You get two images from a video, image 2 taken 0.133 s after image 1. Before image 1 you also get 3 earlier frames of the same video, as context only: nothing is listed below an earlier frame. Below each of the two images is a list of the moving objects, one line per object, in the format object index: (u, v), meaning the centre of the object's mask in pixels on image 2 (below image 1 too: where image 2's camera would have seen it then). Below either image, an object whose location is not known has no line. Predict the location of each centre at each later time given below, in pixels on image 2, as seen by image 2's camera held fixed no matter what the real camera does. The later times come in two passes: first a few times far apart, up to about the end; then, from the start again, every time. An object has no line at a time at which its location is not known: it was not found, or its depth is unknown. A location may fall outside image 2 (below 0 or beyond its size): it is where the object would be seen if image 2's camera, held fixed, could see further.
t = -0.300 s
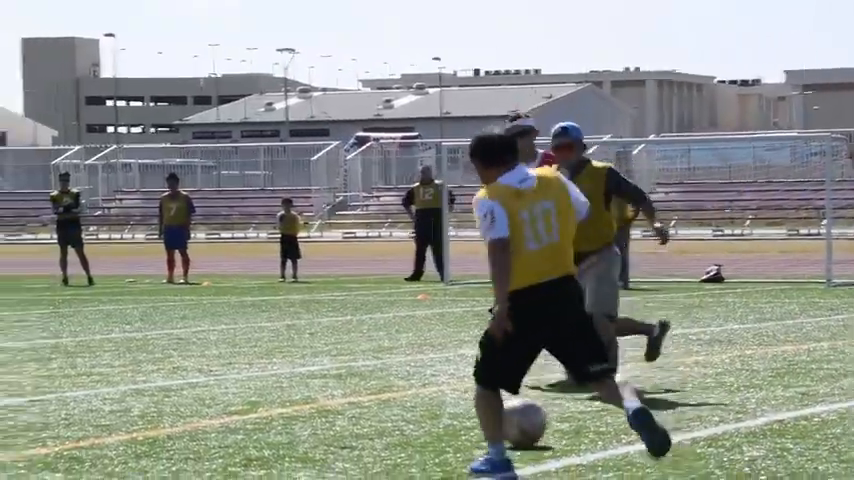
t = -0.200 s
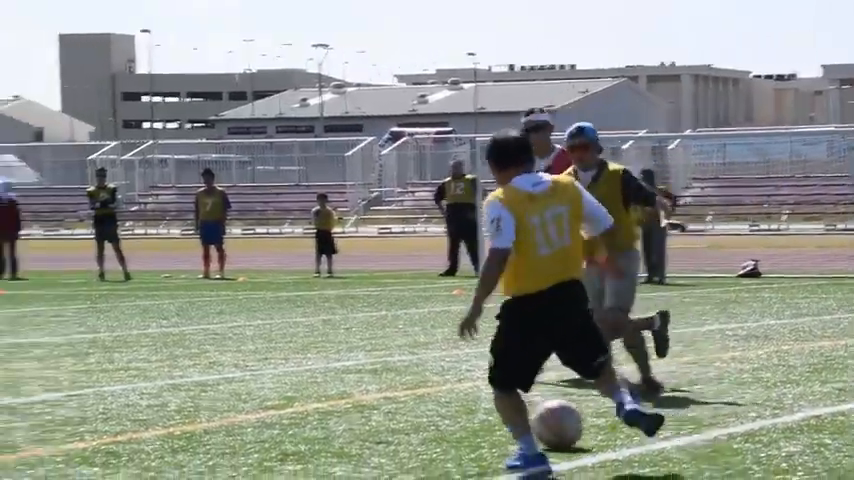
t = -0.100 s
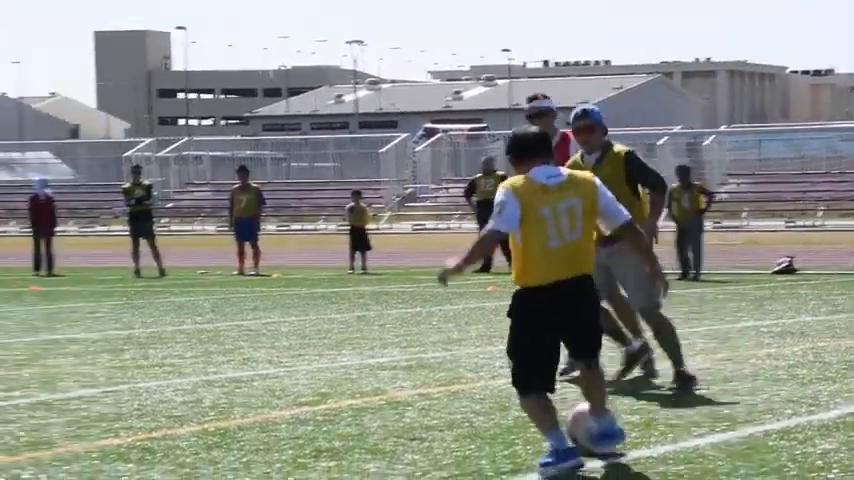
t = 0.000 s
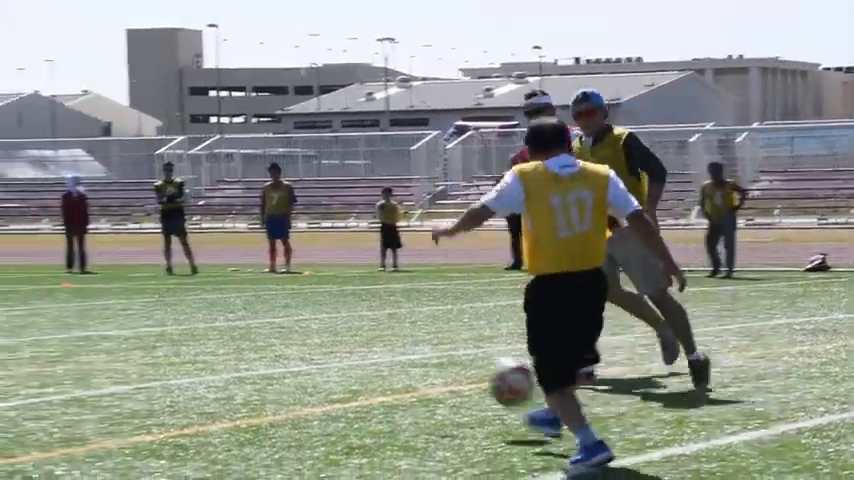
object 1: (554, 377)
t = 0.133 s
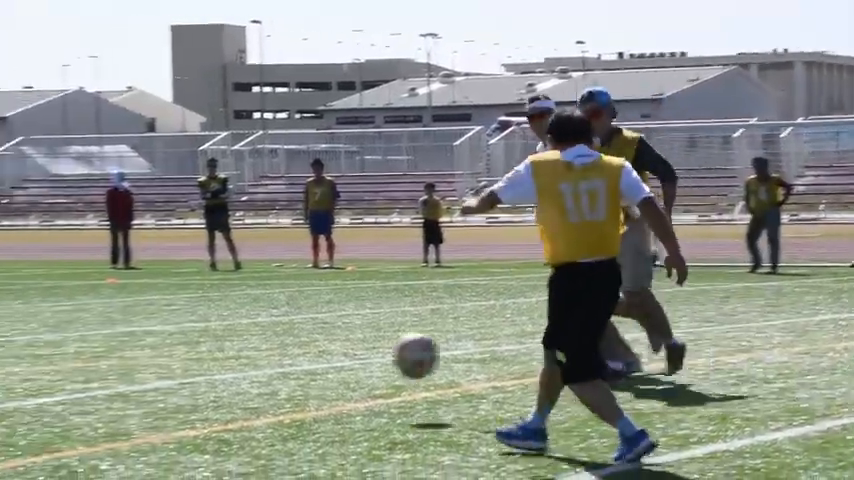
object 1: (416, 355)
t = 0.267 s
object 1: (291, 367)
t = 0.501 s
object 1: (121, 361)
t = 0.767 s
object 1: (-32, 368)
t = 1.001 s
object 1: (-142, 366)
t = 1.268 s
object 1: (-256, 365)
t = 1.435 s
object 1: (-324, 365)
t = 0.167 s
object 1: (384, 355)
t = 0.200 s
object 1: (352, 357)
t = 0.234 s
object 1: (321, 361)
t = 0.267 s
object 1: (291, 367)
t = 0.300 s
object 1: (263, 375)
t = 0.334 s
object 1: (234, 385)
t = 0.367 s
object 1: (211, 378)
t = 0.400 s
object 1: (188, 371)
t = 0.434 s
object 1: (165, 364)
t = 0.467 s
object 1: (142, 361)
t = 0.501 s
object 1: (121, 361)
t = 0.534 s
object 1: (99, 363)
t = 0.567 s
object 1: (78, 366)
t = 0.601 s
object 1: (58, 371)
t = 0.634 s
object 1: (38, 374)
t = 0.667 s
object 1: (20, 369)
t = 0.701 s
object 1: (2, 367)
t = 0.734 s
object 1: (-15, 367)
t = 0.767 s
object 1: (-32, 368)
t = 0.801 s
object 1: (-49, 371)
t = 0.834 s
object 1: (-65, 369)
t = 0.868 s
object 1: (-81, 367)
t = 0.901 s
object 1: (-97, 369)
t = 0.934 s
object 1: (-112, 369)
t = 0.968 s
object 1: (-127, 367)
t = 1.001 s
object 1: (-142, 366)
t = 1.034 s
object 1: (-156, 369)
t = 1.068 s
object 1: (-171, 367)
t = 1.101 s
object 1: (-185, 364)
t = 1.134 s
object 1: (-199, 363)
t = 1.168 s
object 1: (-213, 365)
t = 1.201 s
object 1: (-228, 368)
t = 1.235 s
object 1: (-241, 365)
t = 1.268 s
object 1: (-256, 365)
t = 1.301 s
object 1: (-269, 365)
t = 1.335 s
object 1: (-283, 366)
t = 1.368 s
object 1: (-298, 364)
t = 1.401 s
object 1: (-311, 364)
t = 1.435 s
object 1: (-324, 365)
